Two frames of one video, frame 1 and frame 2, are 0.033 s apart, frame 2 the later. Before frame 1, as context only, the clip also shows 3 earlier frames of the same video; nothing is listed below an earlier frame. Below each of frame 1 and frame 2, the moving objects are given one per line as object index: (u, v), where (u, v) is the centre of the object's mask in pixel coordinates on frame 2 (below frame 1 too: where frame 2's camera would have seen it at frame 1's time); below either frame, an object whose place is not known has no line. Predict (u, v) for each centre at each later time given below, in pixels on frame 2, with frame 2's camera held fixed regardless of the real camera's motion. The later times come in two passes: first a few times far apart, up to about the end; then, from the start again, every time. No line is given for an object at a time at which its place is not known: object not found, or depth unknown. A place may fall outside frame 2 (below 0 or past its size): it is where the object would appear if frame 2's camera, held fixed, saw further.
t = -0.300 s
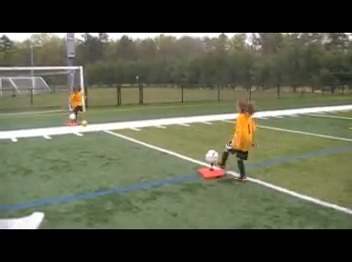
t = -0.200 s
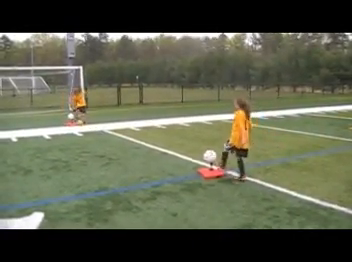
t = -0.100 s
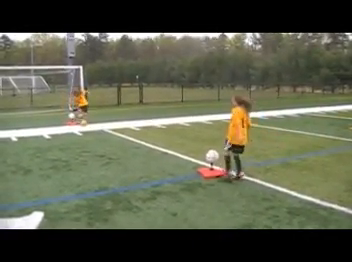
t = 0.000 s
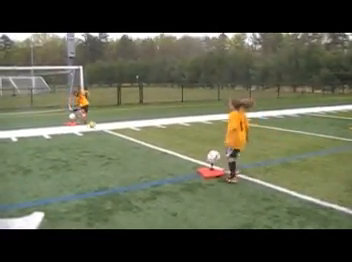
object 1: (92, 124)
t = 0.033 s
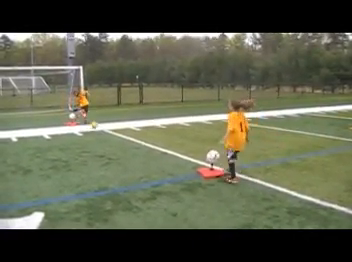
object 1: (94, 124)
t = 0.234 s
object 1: (108, 129)
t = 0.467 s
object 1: (122, 131)
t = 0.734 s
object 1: (144, 134)
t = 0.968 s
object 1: (163, 137)
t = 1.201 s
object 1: (183, 141)
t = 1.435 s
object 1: (206, 144)
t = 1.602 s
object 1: (223, 148)
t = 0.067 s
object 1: (97, 126)
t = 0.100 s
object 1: (99, 127)
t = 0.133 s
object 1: (101, 127)
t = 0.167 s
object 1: (104, 127)
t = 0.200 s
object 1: (106, 127)
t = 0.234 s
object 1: (108, 129)
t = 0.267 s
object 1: (110, 129)
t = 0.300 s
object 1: (112, 129)
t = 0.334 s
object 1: (114, 129)
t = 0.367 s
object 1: (116, 130)
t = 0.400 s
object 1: (118, 130)
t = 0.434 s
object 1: (121, 130)
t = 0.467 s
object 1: (122, 131)
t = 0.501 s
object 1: (125, 131)
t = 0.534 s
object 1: (130, 132)
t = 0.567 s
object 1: (132, 132)
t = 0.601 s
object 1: (134, 133)
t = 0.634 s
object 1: (137, 132)
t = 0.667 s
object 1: (139, 133)
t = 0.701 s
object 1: (142, 133)
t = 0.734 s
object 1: (144, 134)
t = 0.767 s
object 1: (146, 134)
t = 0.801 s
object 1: (150, 134)
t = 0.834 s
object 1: (153, 135)
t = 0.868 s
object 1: (155, 136)
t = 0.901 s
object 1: (158, 136)
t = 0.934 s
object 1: (160, 137)
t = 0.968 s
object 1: (163, 137)
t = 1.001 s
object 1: (165, 137)
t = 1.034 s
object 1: (169, 138)
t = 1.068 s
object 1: (171, 138)
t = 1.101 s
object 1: (174, 139)
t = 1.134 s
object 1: (177, 139)
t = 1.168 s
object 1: (180, 140)
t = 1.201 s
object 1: (183, 141)
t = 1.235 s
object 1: (186, 141)
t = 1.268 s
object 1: (190, 142)
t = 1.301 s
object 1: (192, 142)
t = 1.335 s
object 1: (195, 143)
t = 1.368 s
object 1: (198, 144)
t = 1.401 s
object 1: (202, 144)
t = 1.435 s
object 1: (206, 144)
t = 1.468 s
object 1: (209, 145)
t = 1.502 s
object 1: (212, 145)
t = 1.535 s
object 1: (215, 146)
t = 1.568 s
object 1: (220, 148)
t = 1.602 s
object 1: (223, 148)
